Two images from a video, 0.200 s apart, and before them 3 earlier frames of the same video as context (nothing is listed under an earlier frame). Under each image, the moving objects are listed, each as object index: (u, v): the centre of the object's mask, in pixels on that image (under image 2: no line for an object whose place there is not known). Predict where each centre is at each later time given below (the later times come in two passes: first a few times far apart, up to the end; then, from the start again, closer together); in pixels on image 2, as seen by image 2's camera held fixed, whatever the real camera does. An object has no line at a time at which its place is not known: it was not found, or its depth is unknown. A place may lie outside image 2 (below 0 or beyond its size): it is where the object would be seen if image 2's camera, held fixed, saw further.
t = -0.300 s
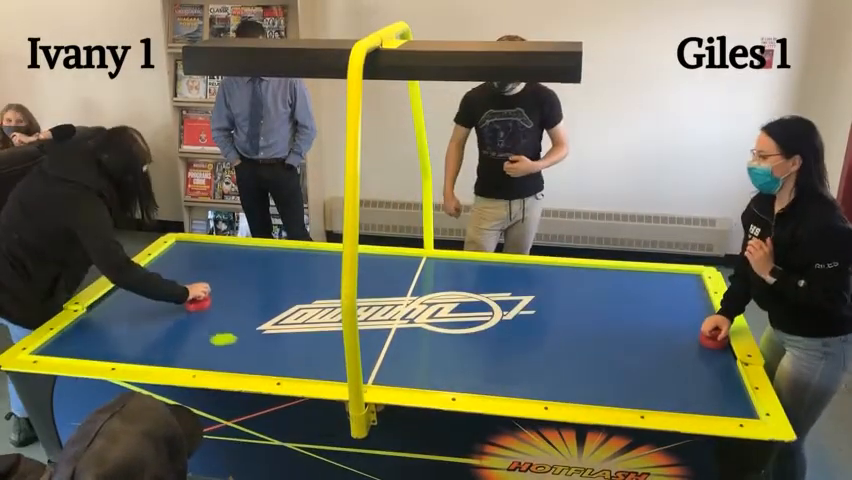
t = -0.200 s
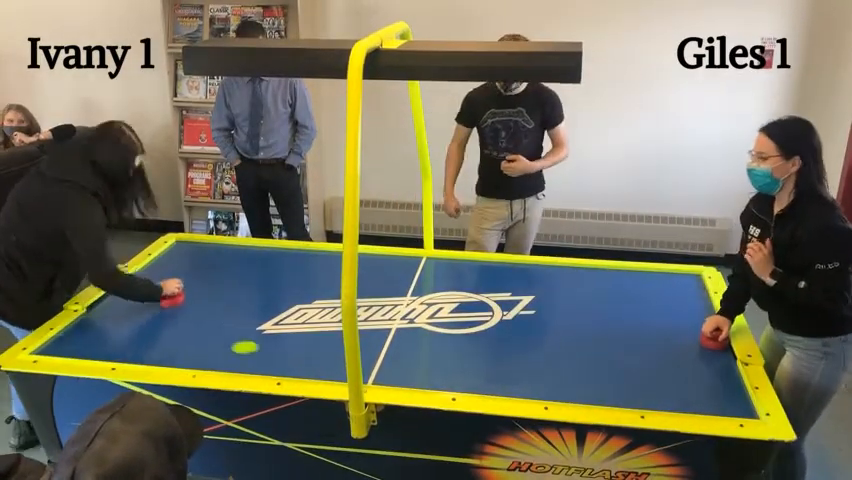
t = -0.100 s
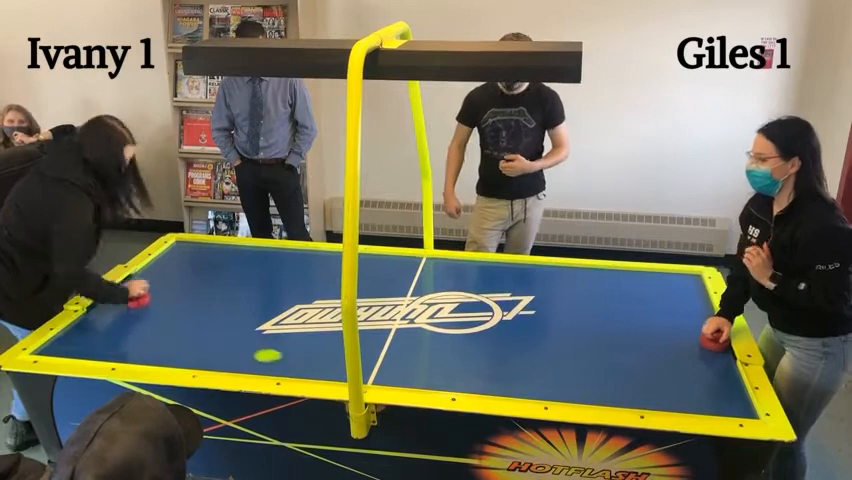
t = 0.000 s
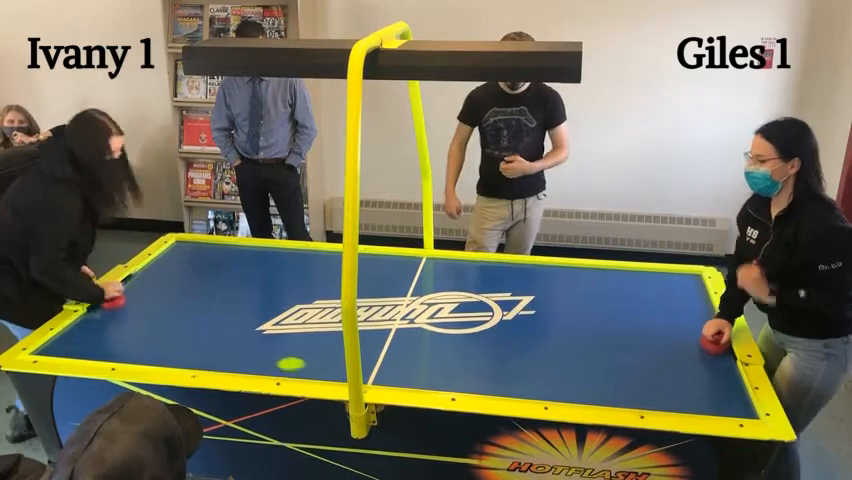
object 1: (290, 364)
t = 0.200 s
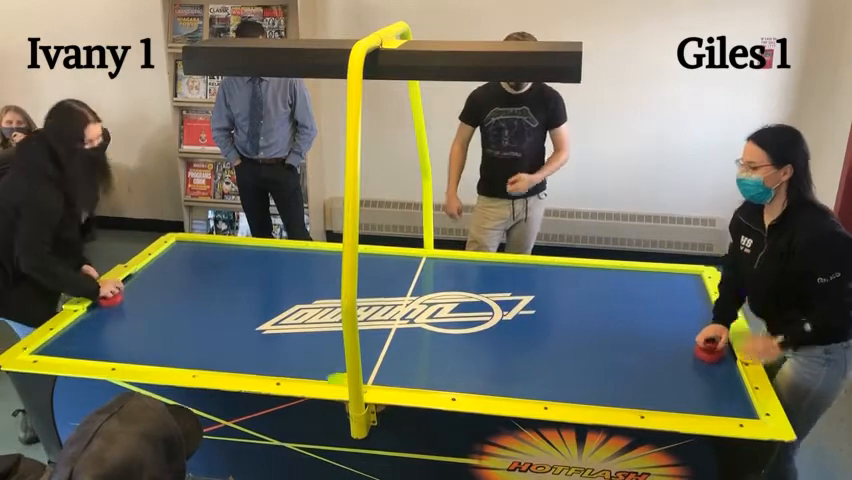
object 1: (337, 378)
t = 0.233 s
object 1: (342, 378)
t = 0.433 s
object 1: (406, 371)
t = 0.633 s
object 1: (461, 364)
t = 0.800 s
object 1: (504, 358)
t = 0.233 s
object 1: (342, 378)
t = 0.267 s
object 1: (365, 376)
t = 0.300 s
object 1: (371, 376)
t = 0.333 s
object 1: (379, 375)
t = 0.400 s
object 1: (397, 372)
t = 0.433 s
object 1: (406, 371)
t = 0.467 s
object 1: (416, 370)
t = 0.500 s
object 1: (425, 369)
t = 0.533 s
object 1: (434, 368)
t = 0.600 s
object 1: (451, 366)
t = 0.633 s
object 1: (461, 364)
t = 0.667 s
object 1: (469, 363)
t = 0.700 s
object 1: (478, 362)
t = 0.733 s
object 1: (487, 360)
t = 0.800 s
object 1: (504, 358)
